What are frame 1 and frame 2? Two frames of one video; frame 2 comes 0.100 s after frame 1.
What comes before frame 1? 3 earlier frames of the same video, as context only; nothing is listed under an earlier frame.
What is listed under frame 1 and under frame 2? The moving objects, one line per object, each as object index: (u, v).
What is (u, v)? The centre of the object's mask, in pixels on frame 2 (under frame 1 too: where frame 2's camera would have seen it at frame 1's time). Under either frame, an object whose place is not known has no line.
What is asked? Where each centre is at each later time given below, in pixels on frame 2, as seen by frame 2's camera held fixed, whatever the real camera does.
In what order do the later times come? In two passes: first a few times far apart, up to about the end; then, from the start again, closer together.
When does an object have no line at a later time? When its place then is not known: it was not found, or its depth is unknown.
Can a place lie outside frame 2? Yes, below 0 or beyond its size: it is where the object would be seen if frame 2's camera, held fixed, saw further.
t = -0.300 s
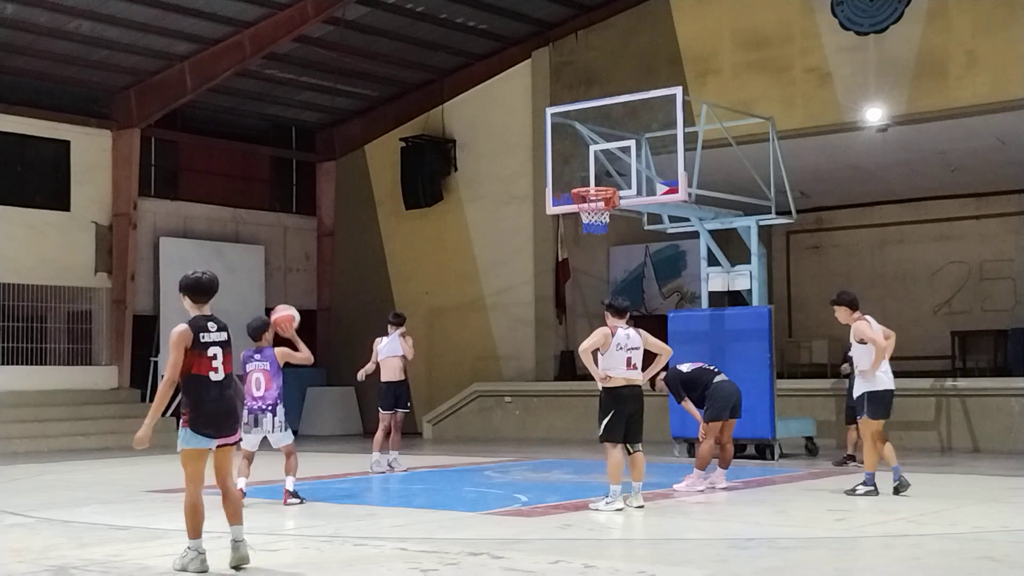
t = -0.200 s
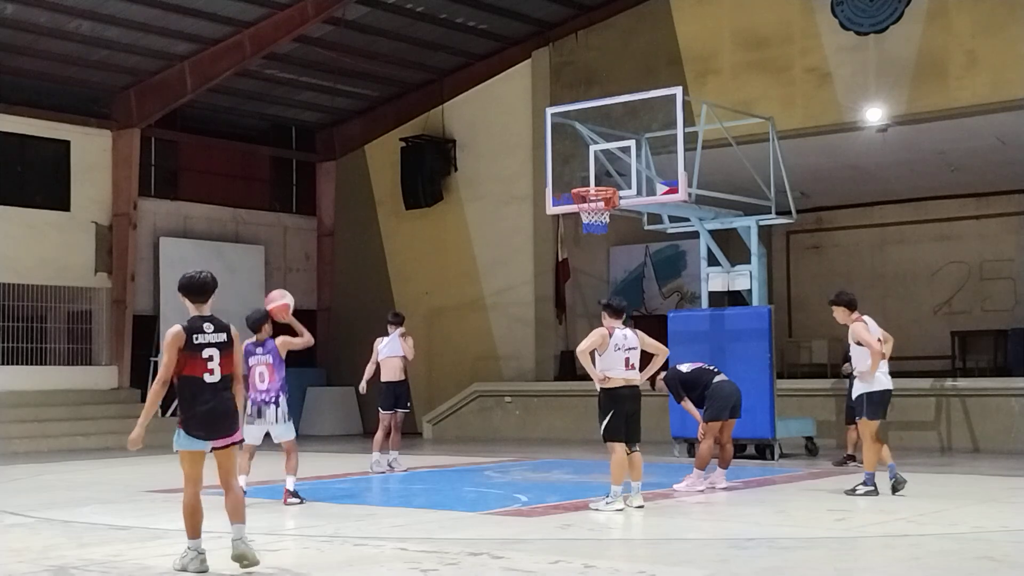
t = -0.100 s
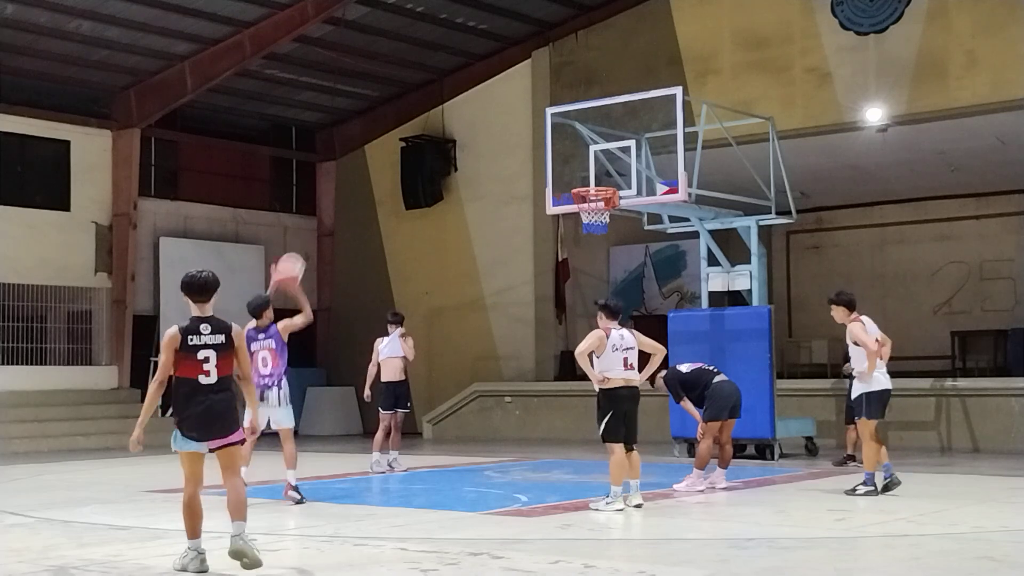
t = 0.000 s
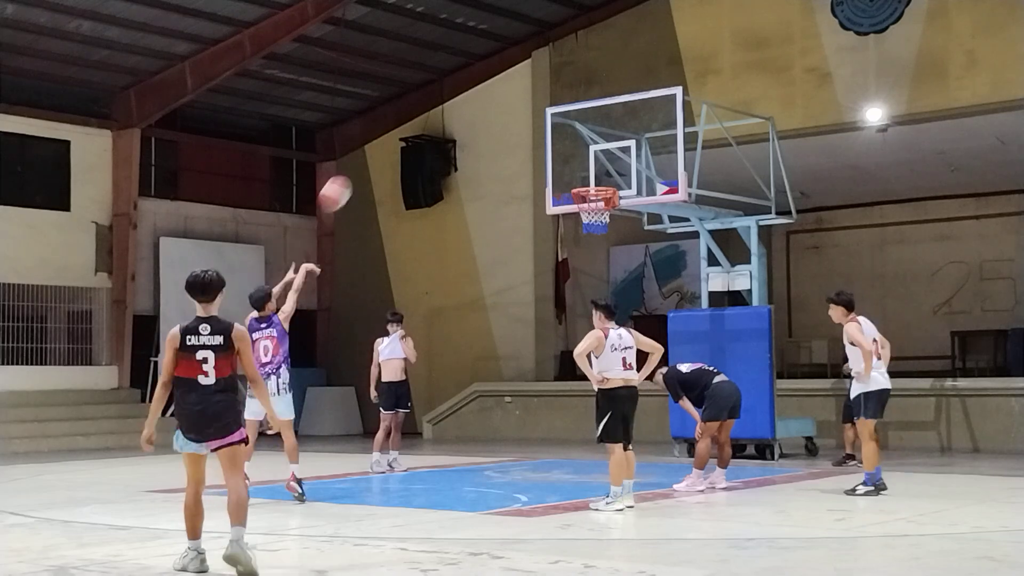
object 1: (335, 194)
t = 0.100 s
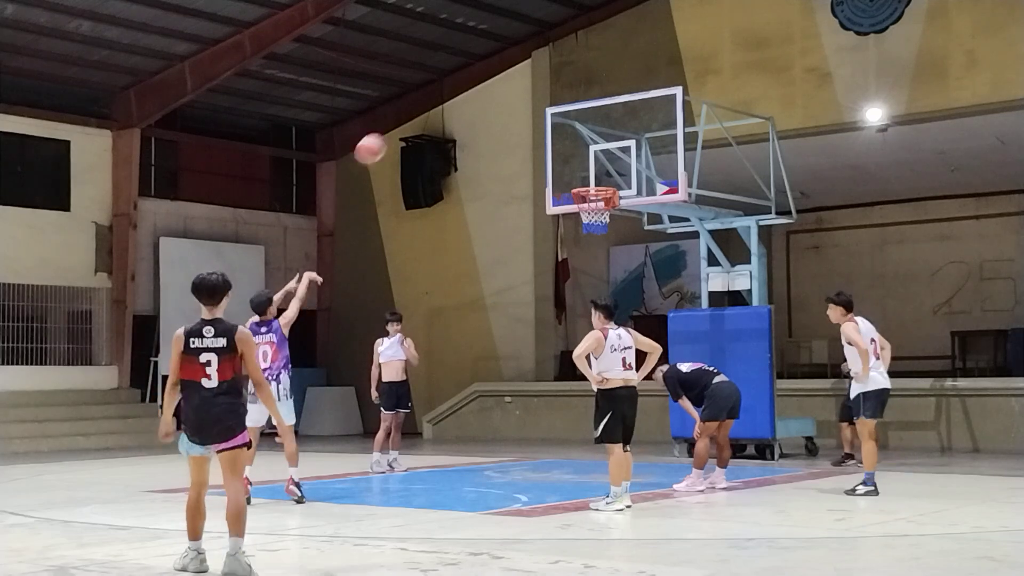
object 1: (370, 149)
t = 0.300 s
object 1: (435, 96)
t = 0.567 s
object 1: (510, 92)
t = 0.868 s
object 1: (584, 161)
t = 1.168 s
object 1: (580, 110)
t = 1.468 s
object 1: (553, 86)
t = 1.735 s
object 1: (528, 134)
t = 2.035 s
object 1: (497, 282)
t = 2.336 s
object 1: (468, 440)
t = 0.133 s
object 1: (382, 138)
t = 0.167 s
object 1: (393, 126)
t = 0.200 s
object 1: (404, 115)
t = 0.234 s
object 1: (414, 108)
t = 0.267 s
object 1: (425, 102)
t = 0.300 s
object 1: (435, 96)
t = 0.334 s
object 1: (445, 91)
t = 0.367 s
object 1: (455, 88)
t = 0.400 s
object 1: (464, 85)
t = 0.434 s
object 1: (474, 85)
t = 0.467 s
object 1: (483, 86)
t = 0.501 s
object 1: (491, 86)
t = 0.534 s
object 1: (501, 88)
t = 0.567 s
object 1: (510, 92)
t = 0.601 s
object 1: (519, 96)
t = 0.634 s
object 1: (528, 100)
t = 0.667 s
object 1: (536, 107)
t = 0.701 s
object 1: (545, 113)
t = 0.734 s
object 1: (553, 122)
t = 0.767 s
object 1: (562, 131)
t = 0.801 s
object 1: (570, 140)
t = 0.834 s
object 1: (577, 149)
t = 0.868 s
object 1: (584, 161)
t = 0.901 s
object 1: (594, 173)
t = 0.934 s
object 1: (601, 179)
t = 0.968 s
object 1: (598, 171)
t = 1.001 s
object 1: (593, 158)
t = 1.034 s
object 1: (591, 146)
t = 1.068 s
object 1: (588, 135)
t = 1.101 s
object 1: (586, 126)
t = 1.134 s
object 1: (583, 118)
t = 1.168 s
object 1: (580, 110)
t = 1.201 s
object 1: (577, 104)
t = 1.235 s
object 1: (574, 98)
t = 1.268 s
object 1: (570, 93)
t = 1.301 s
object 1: (568, 90)
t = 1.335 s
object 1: (564, 87)
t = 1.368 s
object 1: (562, 86)
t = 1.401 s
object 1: (558, 85)
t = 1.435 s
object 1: (556, 85)
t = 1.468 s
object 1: (553, 86)
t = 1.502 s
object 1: (549, 88)
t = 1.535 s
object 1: (546, 91)
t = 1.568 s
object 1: (543, 96)
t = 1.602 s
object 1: (540, 101)
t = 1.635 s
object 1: (537, 108)
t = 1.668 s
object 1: (534, 115)
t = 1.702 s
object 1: (531, 124)
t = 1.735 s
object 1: (528, 134)
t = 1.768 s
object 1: (525, 144)
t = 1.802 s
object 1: (520, 157)
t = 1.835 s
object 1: (517, 171)
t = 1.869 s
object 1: (513, 187)
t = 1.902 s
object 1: (510, 203)
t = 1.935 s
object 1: (507, 221)
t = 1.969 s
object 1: (504, 239)
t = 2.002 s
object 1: (500, 259)
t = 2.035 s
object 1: (497, 282)
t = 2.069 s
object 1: (493, 306)
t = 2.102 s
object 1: (490, 330)
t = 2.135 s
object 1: (486, 358)
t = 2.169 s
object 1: (483, 385)
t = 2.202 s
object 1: (479, 415)
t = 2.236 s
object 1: (475, 442)
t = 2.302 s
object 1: (469, 462)
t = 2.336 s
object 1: (468, 440)
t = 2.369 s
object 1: (466, 418)
